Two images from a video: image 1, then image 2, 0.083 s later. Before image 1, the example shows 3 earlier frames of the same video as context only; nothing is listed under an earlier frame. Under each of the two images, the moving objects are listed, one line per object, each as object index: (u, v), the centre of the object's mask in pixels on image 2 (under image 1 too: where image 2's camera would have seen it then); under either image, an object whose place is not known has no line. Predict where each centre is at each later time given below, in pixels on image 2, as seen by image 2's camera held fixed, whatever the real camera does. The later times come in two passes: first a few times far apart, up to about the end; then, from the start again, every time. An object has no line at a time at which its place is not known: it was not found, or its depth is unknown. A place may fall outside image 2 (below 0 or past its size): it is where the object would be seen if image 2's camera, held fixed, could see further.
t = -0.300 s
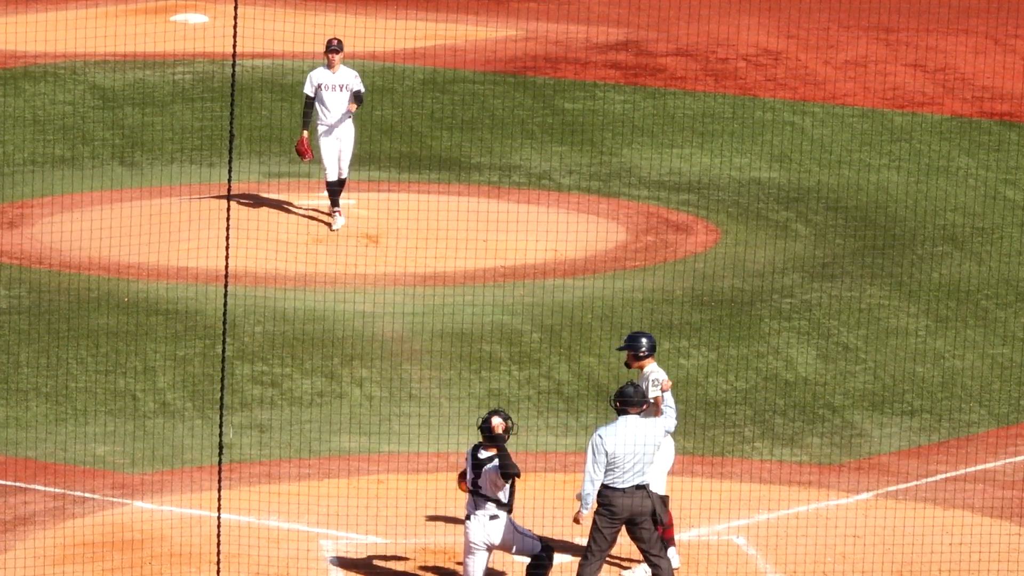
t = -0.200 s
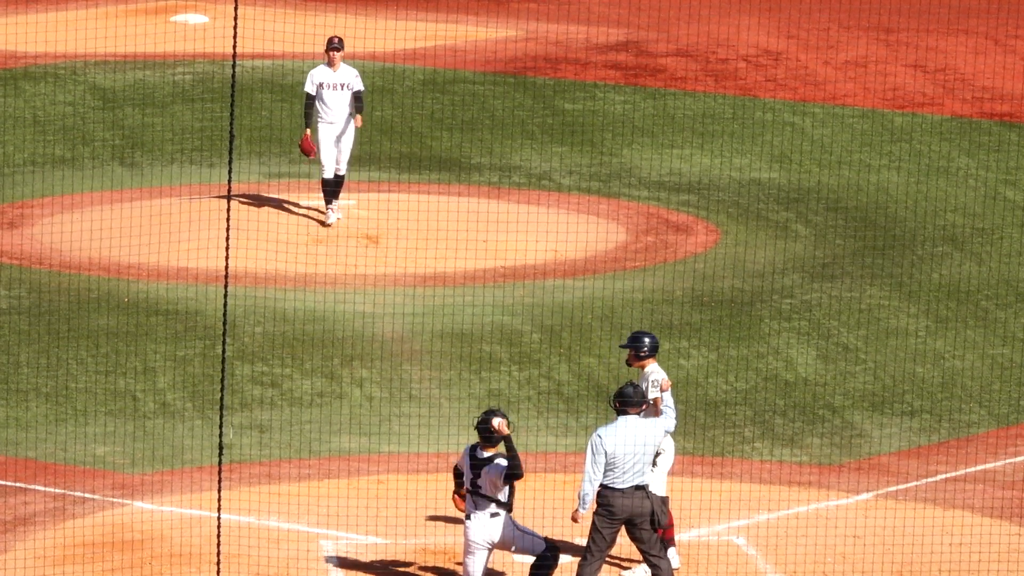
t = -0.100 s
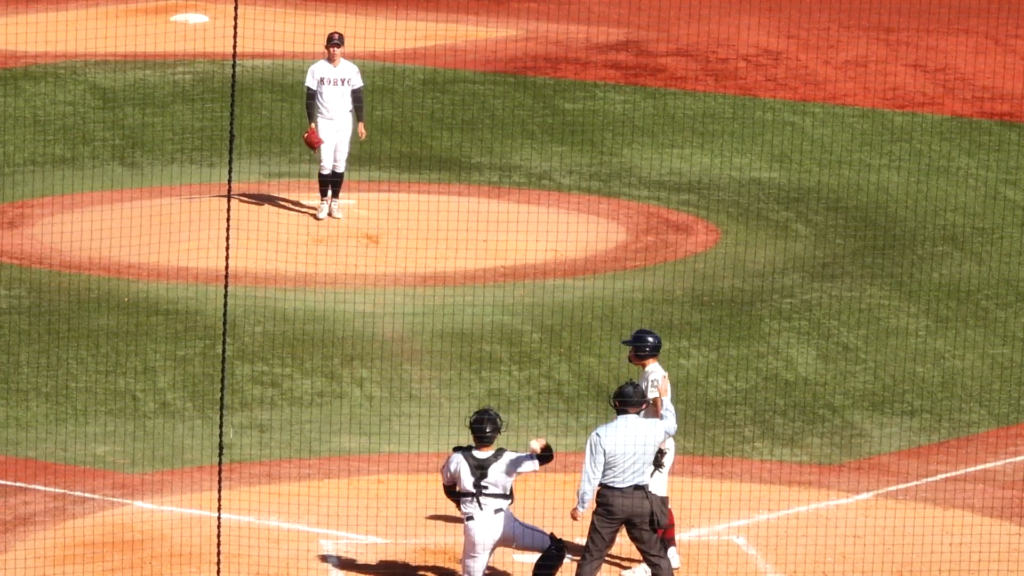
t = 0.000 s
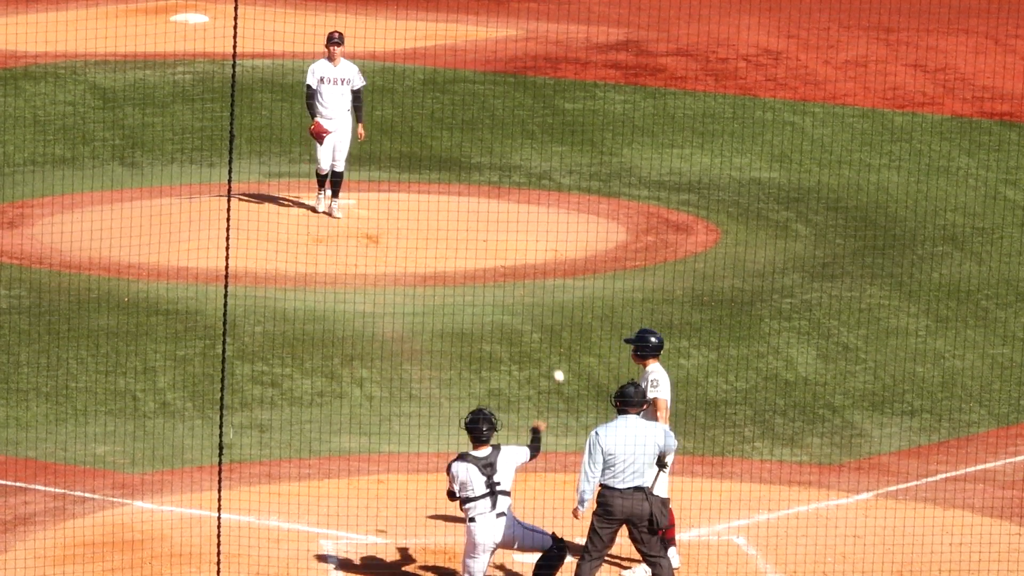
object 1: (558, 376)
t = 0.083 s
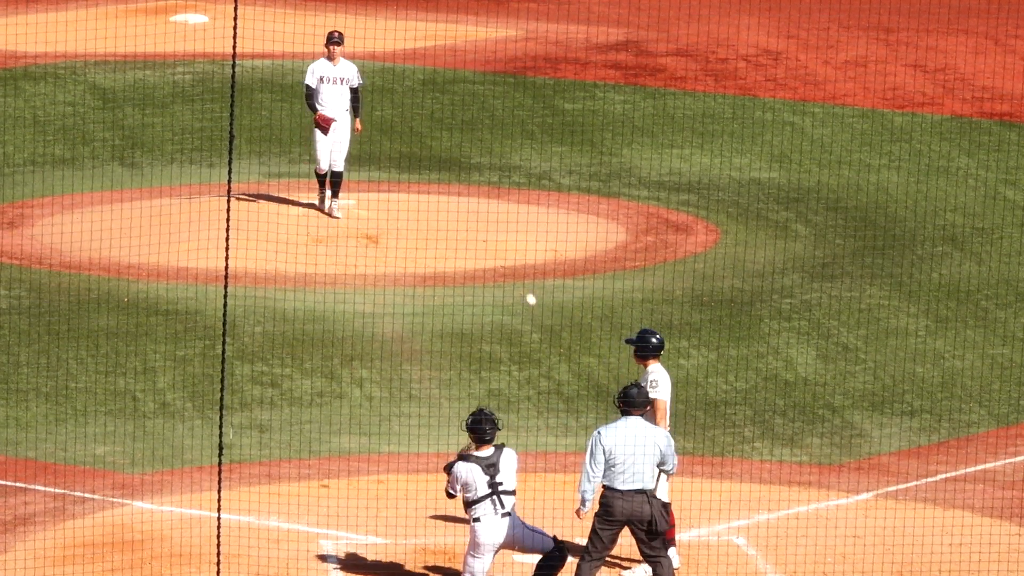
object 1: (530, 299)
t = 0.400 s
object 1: (448, 116)
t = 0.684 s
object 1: (397, 69)
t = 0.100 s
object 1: (525, 286)
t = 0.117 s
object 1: (520, 272)
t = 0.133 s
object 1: (515, 260)
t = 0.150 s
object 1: (511, 248)
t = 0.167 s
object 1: (505, 235)
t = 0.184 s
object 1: (501, 224)
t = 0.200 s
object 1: (496, 213)
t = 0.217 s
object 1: (491, 203)
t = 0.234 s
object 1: (487, 193)
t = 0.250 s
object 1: (483, 183)
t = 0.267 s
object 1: (479, 174)
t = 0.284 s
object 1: (475, 166)
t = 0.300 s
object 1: (470, 157)
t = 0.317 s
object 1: (466, 150)
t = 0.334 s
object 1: (463, 142)
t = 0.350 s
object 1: (459, 135)
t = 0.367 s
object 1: (455, 129)
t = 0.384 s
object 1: (451, 122)
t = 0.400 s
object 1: (448, 116)
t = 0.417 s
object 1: (445, 112)
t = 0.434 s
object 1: (441, 106)
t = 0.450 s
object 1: (438, 102)
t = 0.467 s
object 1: (435, 97)
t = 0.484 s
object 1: (431, 93)
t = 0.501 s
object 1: (428, 89)
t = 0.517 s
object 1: (425, 86)
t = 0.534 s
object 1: (422, 83)
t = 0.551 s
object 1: (419, 80)
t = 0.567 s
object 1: (416, 78)
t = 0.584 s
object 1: (413, 76)
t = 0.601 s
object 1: (410, 73)
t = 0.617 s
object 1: (408, 72)
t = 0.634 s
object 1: (405, 71)
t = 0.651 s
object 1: (402, 70)
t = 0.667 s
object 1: (399, 69)
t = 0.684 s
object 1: (397, 69)
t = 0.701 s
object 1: (395, 69)
